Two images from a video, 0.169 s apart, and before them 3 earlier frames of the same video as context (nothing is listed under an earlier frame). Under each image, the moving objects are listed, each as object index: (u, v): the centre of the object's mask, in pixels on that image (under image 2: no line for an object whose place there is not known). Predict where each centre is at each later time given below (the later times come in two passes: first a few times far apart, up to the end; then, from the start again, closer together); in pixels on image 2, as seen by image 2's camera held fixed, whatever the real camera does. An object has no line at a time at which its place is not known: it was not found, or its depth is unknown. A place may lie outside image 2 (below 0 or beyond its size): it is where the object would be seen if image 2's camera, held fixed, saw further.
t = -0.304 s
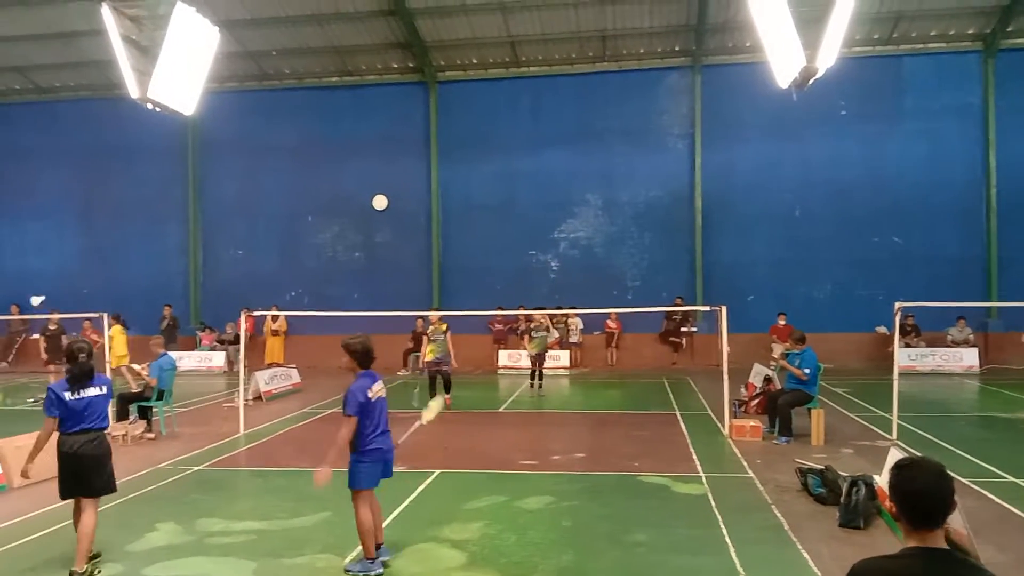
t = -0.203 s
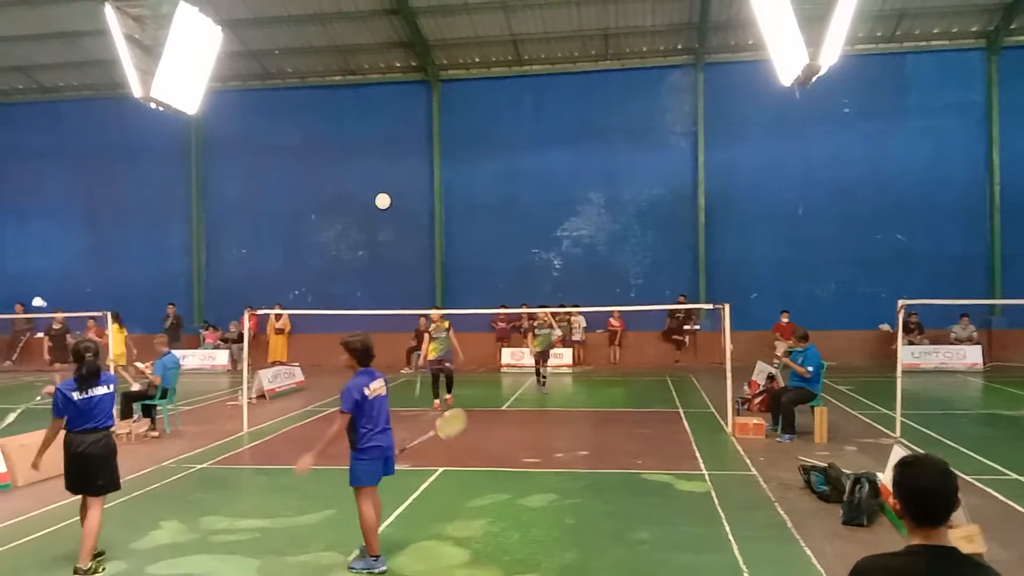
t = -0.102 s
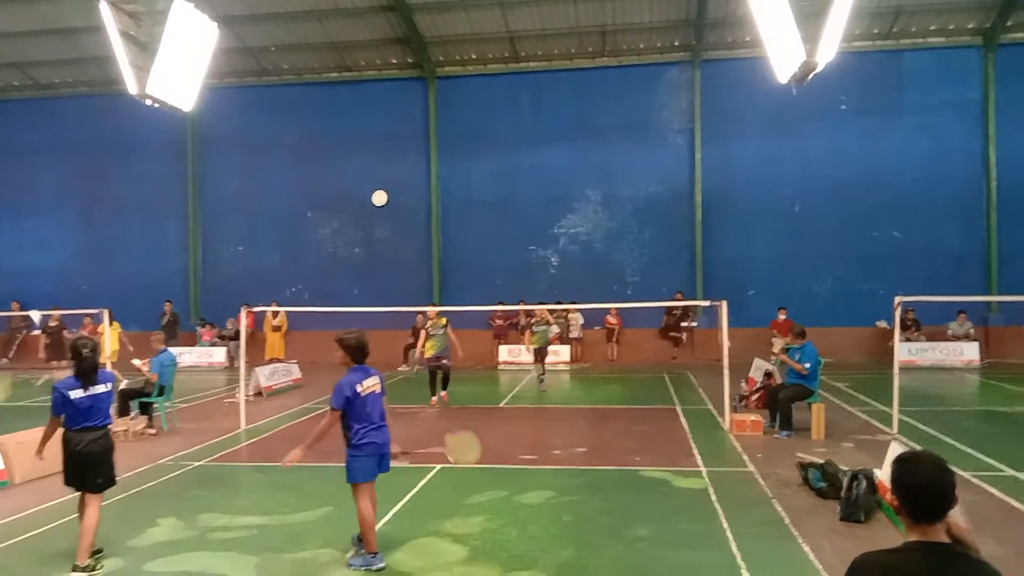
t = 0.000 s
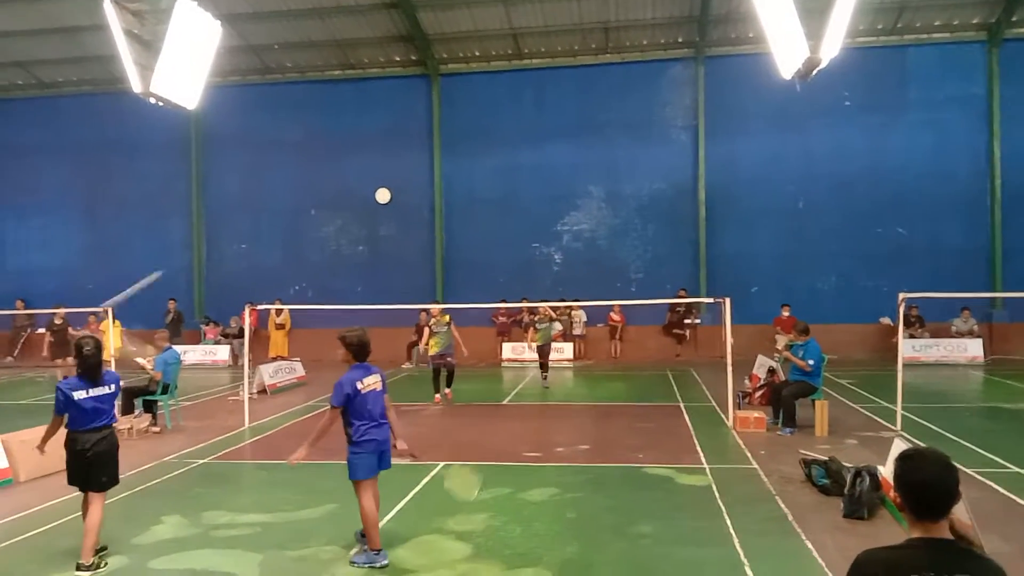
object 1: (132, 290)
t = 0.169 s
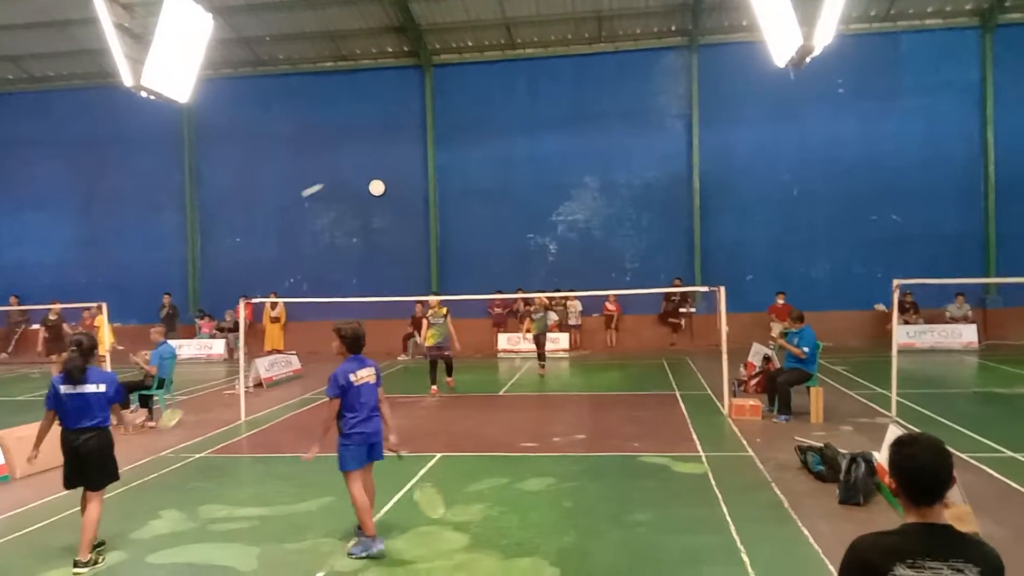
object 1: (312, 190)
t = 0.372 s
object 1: (400, 170)
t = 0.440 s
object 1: (419, 171)
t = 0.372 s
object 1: (400, 170)
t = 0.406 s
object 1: (410, 170)
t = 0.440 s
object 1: (419, 171)
